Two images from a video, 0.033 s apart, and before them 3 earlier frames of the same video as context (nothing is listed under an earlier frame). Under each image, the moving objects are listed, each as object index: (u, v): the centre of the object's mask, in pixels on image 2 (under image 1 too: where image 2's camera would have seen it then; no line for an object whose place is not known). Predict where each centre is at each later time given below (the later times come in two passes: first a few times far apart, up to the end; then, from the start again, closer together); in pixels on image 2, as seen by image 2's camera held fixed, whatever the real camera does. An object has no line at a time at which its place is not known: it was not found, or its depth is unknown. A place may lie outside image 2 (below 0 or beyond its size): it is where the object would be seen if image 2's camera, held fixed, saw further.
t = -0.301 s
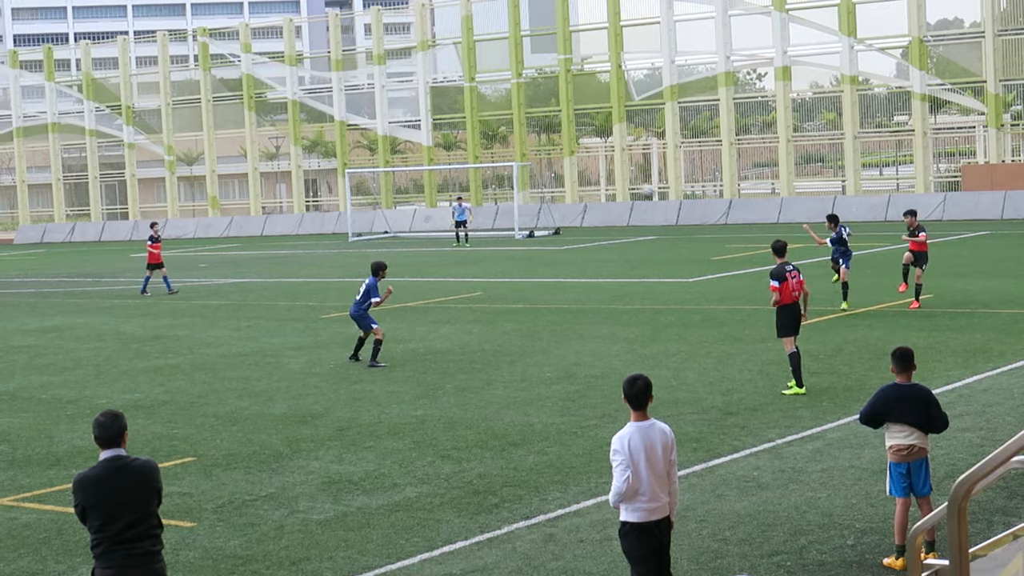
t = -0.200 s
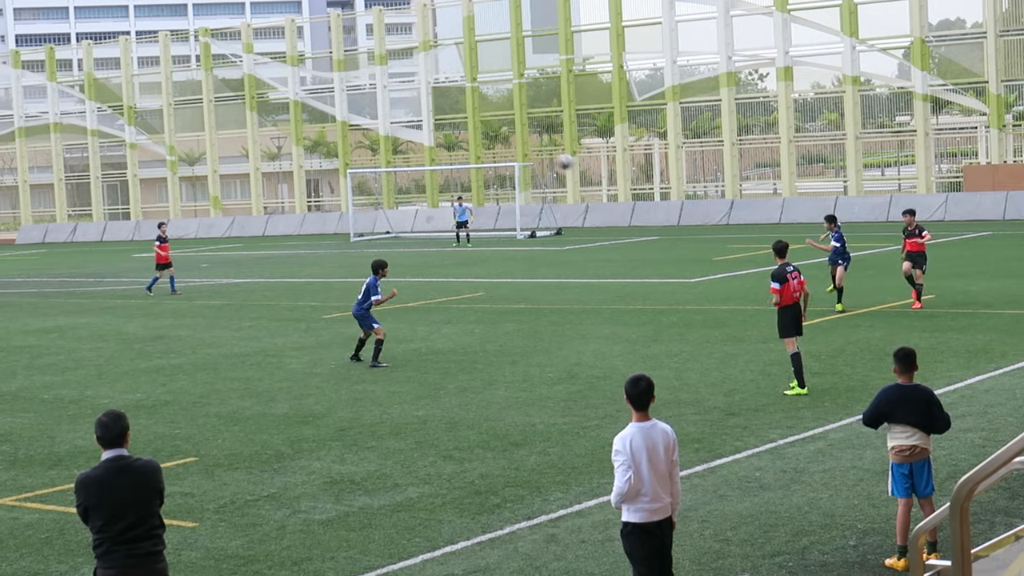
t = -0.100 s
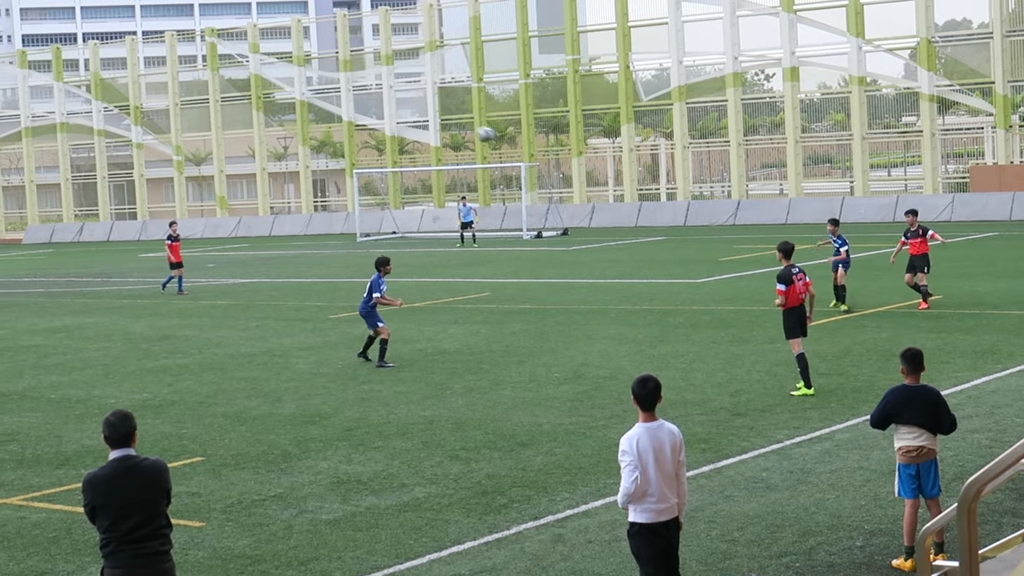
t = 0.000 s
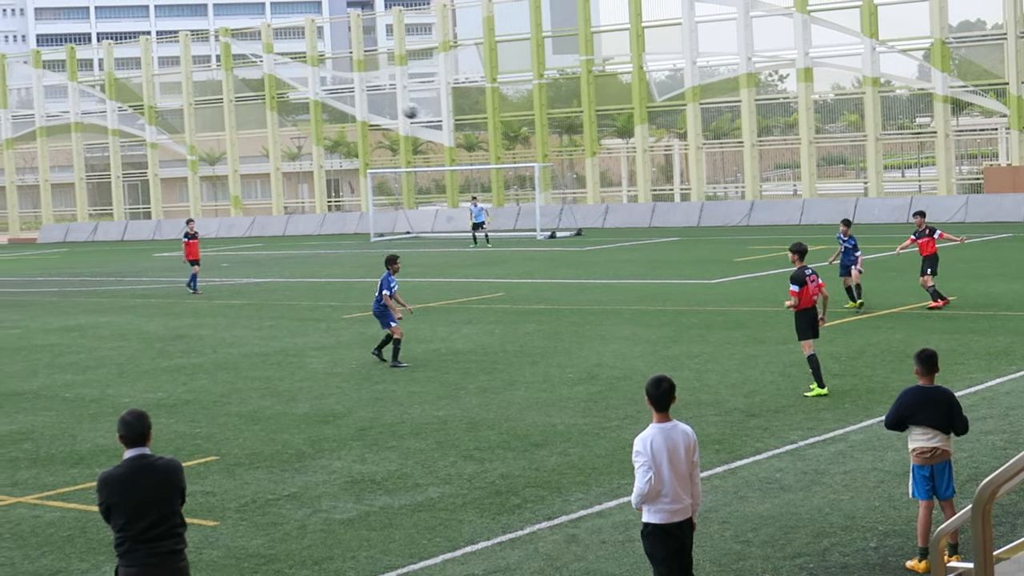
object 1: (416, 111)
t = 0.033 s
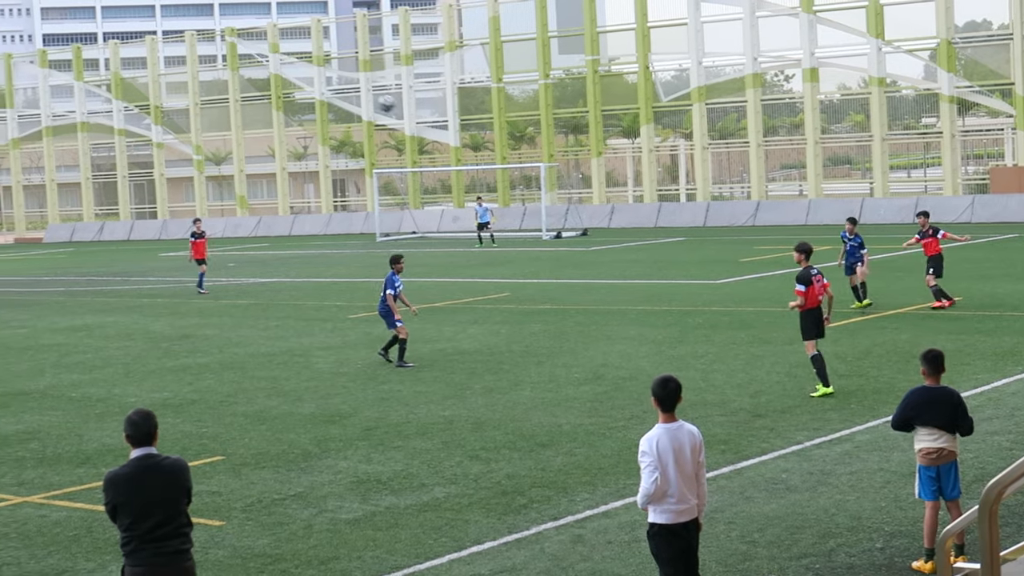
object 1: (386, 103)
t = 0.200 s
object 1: (230, 74)
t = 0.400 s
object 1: (19, 48)
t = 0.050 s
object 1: (371, 101)
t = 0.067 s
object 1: (355, 97)
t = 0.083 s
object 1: (339, 94)
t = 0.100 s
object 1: (325, 92)
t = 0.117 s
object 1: (309, 88)
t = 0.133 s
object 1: (295, 85)
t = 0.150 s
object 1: (278, 82)
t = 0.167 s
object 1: (263, 80)
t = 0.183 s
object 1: (246, 76)
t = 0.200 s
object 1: (230, 74)
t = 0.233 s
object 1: (196, 68)
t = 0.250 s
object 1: (179, 65)
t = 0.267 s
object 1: (163, 63)
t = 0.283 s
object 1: (145, 61)
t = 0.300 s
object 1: (128, 60)
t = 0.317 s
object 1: (110, 58)
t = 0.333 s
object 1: (92, 57)
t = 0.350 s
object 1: (75, 55)
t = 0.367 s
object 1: (56, 53)
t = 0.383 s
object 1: (37, 50)
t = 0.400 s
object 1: (19, 48)
